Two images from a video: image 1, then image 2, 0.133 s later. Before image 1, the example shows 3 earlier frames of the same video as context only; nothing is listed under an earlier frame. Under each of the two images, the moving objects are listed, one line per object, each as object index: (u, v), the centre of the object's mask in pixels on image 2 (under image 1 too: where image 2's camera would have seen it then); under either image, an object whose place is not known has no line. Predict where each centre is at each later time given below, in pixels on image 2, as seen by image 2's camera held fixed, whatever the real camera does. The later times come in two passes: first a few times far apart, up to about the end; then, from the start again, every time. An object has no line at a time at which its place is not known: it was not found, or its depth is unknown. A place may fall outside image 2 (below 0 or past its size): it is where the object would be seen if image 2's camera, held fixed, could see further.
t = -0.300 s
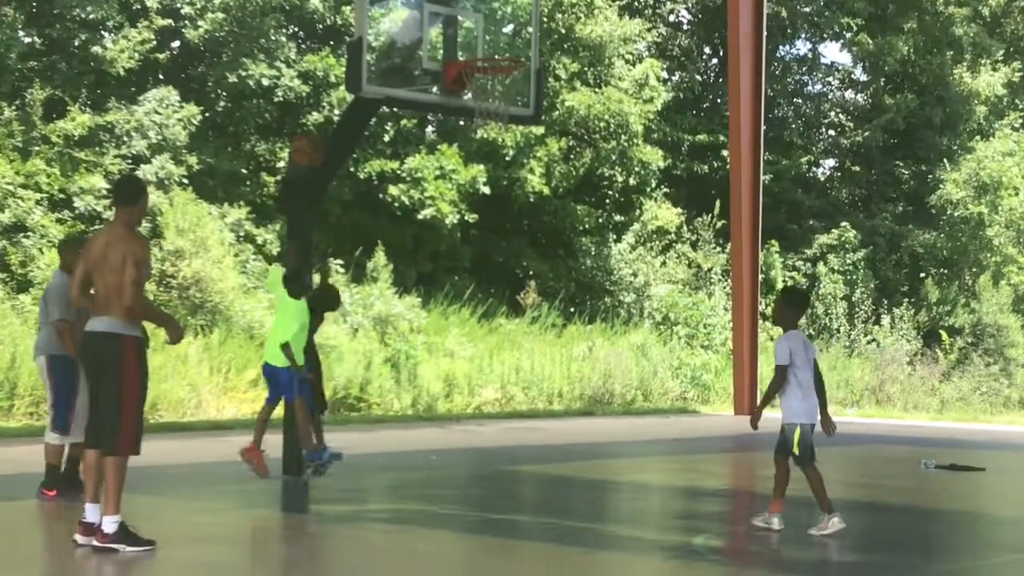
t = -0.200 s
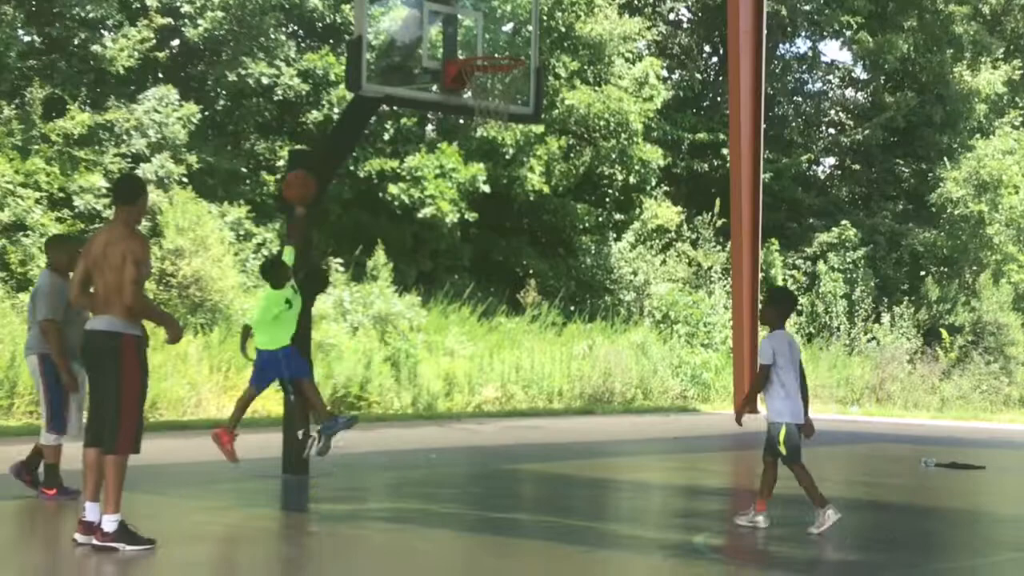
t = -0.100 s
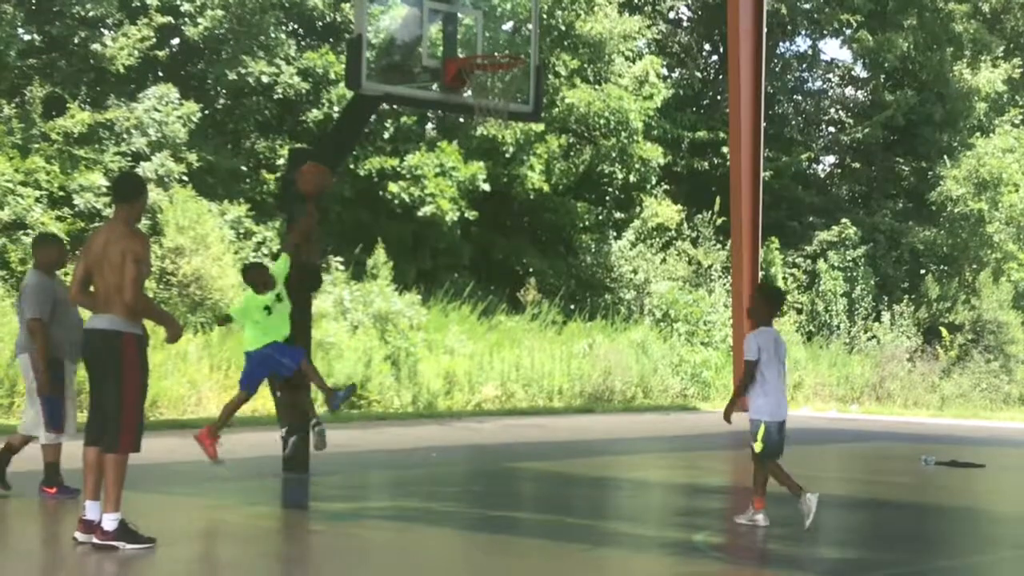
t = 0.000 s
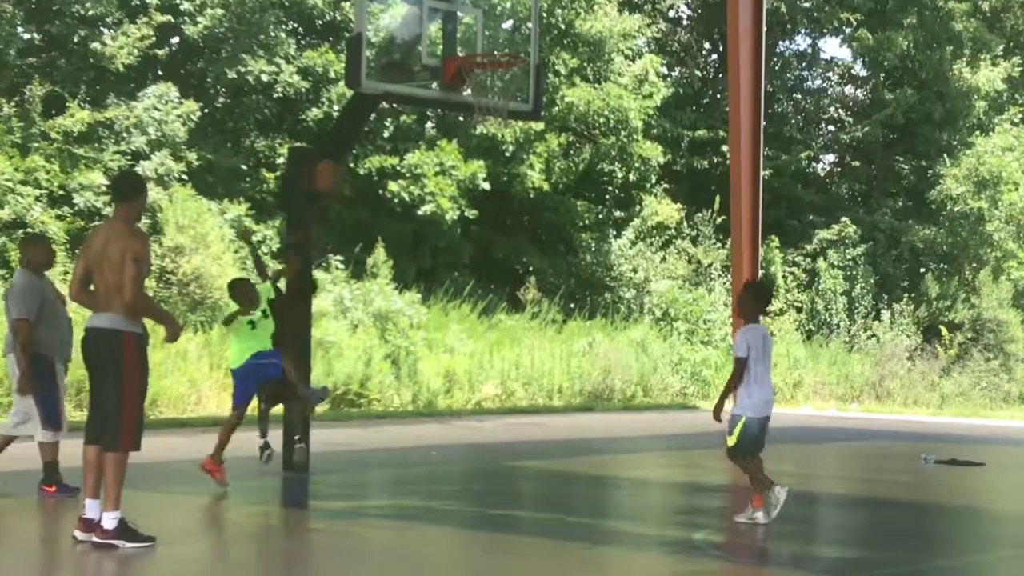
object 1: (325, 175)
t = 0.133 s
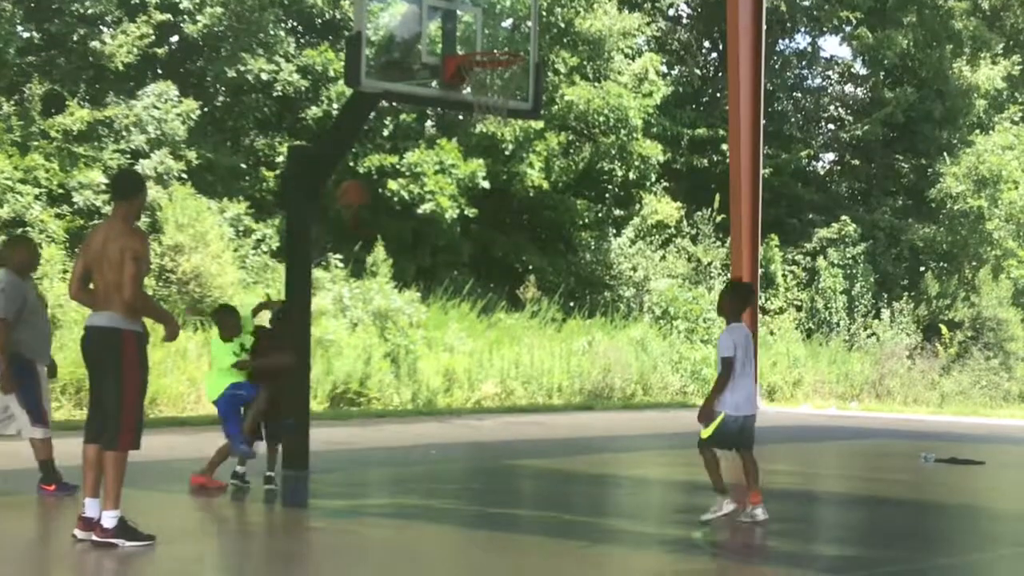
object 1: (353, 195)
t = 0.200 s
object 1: (365, 218)
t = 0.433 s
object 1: (405, 335)
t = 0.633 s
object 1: (434, 465)
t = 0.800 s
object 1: (434, 368)
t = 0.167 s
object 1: (361, 212)
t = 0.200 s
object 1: (365, 218)
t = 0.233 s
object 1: (371, 228)
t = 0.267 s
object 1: (375, 243)
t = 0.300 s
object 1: (383, 257)
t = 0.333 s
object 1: (387, 275)
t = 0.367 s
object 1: (394, 294)
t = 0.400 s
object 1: (399, 314)
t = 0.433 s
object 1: (405, 335)
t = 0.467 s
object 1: (410, 358)
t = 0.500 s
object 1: (415, 382)
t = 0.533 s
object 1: (421, 408)
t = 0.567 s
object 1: (426, 435)
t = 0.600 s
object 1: (432, 464)
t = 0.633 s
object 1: (434, 465)
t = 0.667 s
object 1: (434, 443)
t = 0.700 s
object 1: (434, 422)
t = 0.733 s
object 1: (434, 402)
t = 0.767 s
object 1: (434, 384)
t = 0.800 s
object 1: (434, 368)
